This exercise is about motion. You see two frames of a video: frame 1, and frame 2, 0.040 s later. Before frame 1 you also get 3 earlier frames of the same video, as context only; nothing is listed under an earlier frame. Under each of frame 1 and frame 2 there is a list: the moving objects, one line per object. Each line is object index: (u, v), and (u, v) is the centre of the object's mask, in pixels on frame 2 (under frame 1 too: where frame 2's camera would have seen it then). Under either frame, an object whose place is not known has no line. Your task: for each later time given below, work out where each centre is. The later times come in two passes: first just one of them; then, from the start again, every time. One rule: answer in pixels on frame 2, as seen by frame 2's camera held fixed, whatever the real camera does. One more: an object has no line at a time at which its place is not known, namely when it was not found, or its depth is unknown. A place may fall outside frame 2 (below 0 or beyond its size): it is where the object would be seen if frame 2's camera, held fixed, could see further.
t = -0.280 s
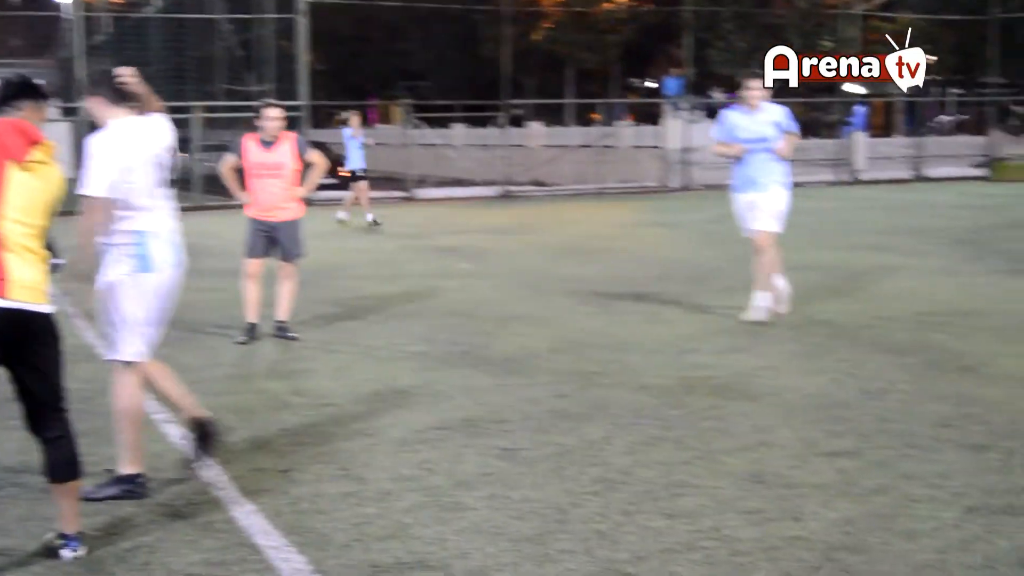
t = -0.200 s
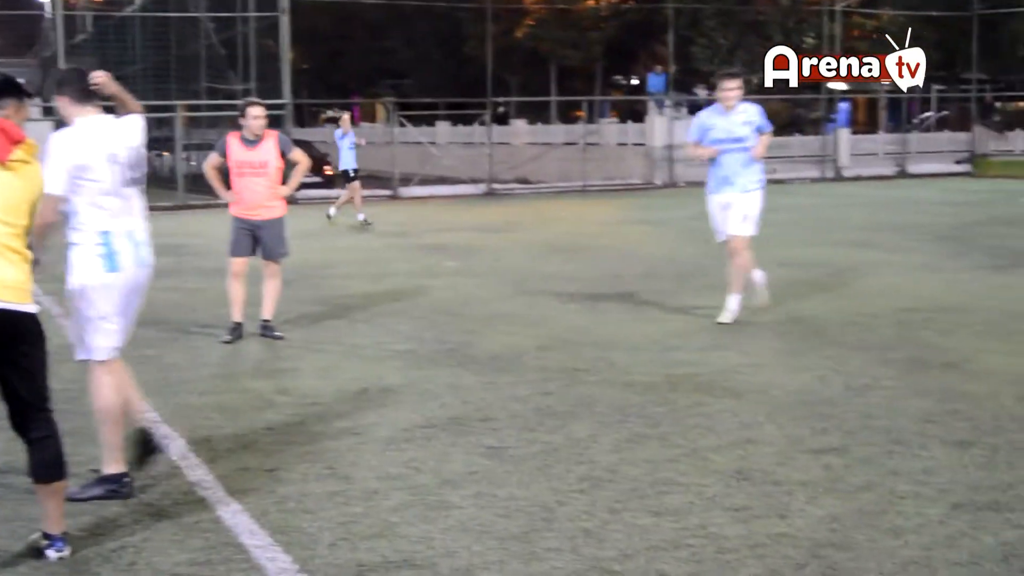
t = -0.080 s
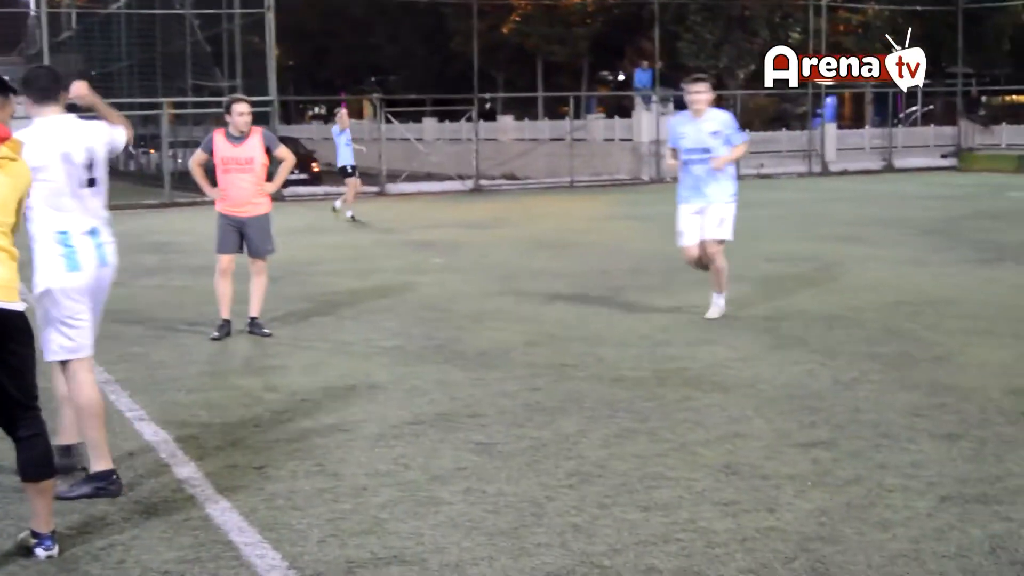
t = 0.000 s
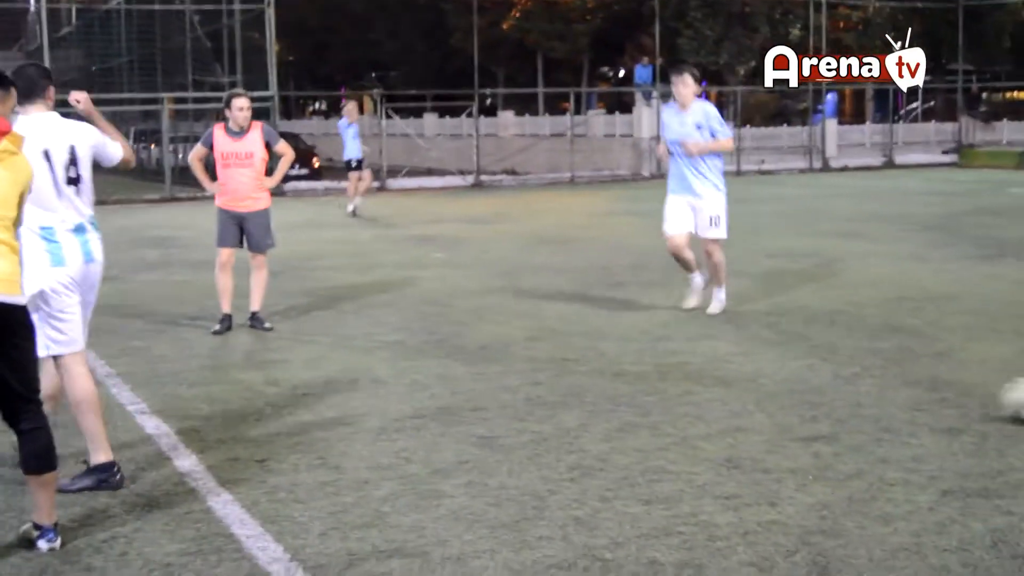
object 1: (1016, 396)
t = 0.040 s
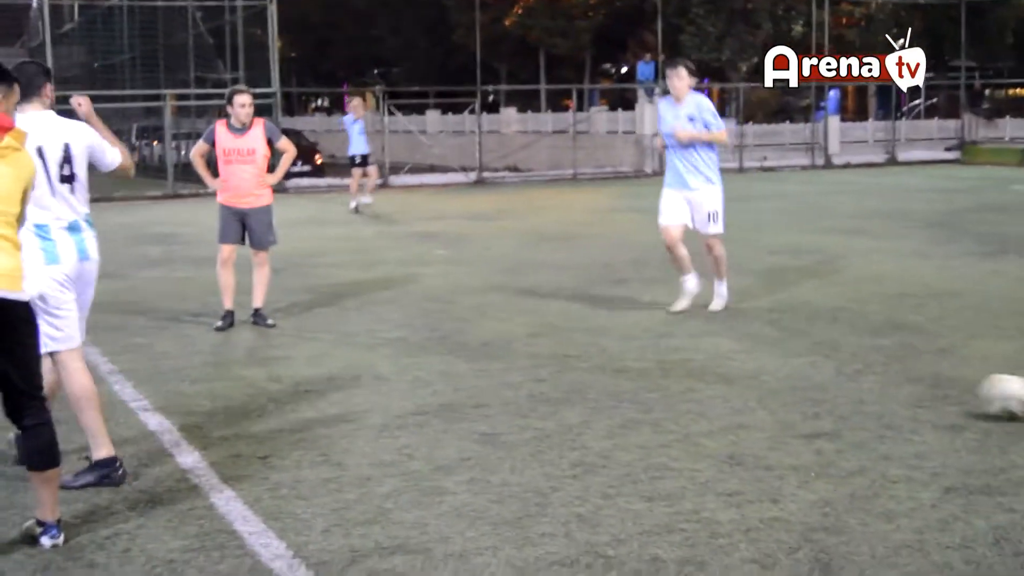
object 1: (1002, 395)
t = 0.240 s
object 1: (881, 394)
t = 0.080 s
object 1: (981, 395)
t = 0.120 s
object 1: (955, 396)
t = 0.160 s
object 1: (930, 394)
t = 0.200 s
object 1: (904, 394)
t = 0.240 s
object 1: (881, 394)
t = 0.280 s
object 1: (856, 392)
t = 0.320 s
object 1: (831, 394)
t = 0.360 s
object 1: (808, 392)
